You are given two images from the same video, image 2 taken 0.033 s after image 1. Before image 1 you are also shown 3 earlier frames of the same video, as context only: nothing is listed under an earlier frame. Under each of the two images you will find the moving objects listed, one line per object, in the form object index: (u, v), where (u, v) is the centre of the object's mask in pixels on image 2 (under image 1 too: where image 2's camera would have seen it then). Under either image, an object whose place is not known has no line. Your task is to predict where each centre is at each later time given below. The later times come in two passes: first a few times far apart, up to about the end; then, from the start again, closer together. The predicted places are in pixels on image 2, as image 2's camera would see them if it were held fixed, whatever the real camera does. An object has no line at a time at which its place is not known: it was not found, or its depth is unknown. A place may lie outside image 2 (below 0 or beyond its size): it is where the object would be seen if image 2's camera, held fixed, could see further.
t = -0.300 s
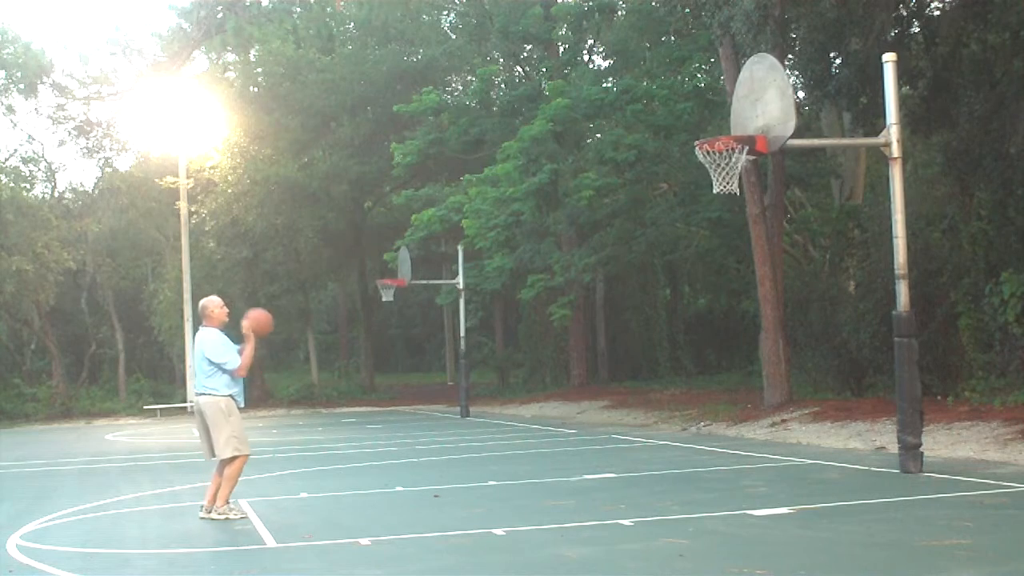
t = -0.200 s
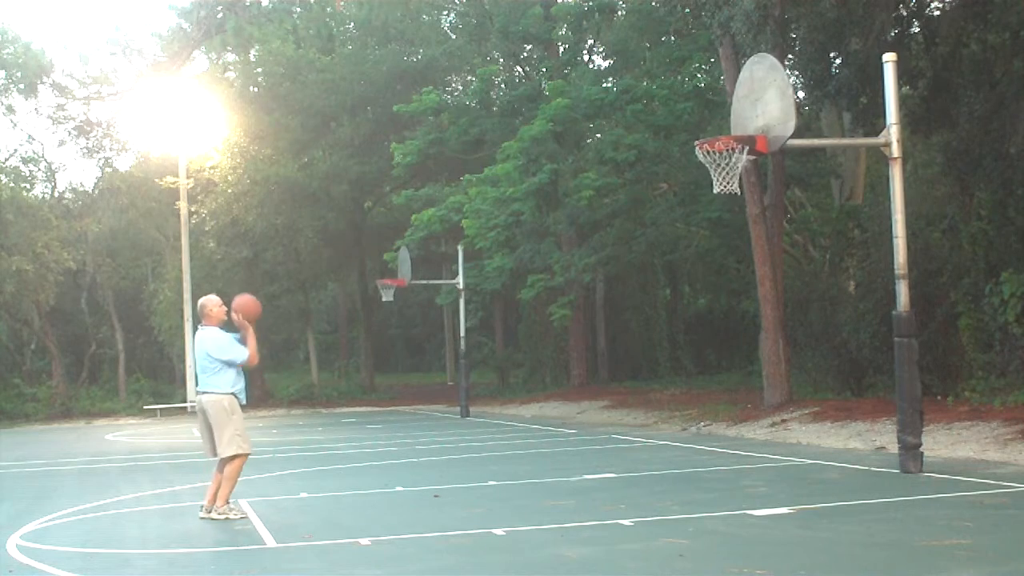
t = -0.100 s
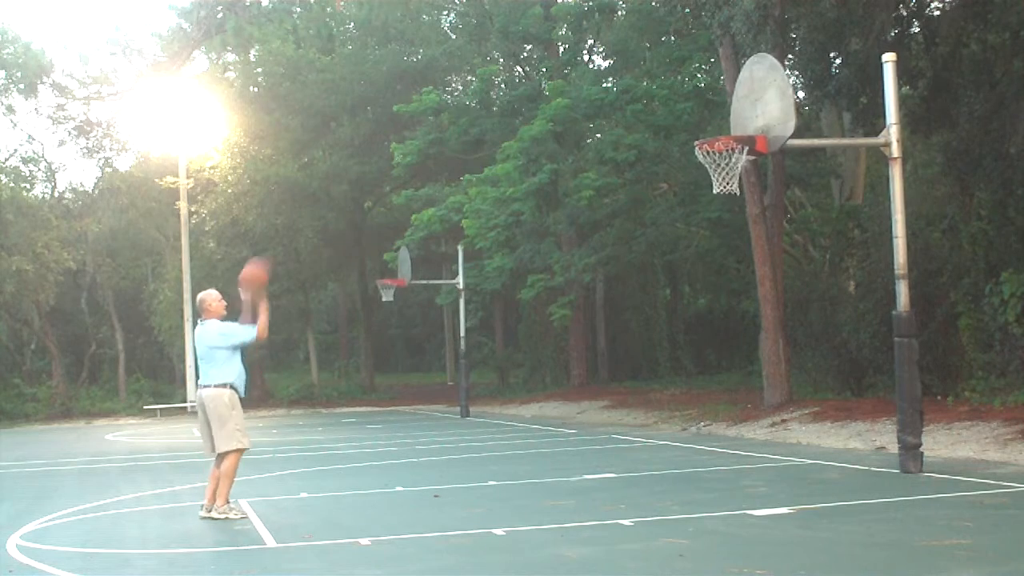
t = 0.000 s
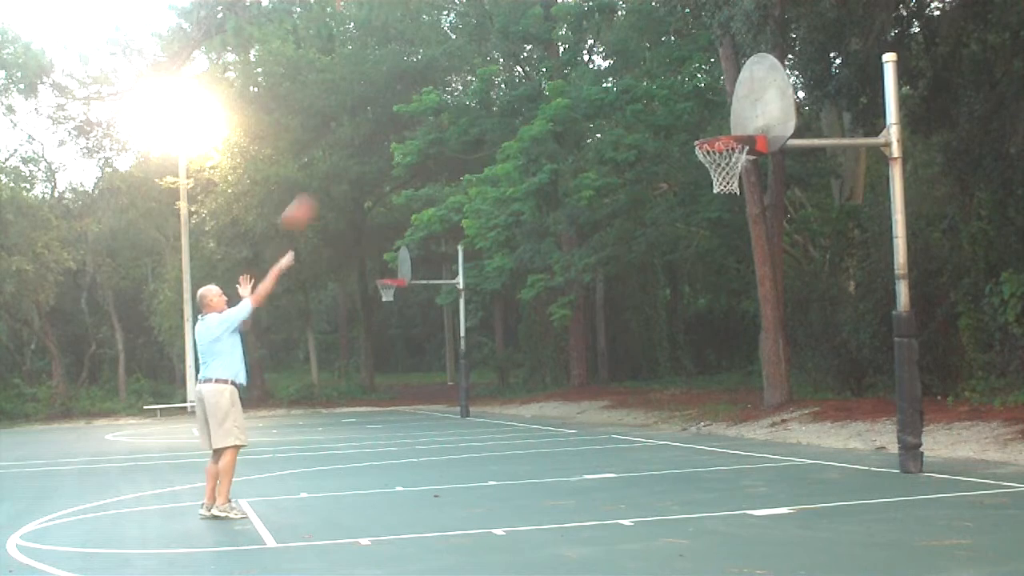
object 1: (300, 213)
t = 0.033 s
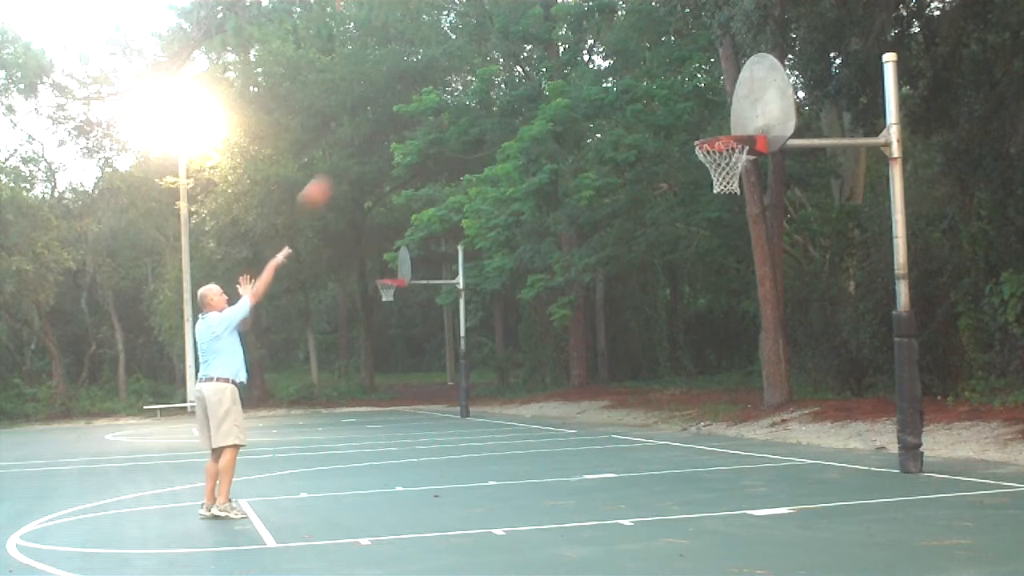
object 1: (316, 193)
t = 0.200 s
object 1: (398, 118)
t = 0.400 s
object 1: (495, 71)
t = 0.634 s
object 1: (609, 70)
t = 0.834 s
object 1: (703, 115)
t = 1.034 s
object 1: (719, 196)
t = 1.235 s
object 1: (697, 295)
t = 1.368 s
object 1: (683, 381)
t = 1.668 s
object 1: (636, 377)
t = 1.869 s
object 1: (598, 319)
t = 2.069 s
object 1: (562, 303)
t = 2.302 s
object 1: (523, 335)
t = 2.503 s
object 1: (490, 409)
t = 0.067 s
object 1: (332, 175)
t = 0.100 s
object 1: (349, 159)
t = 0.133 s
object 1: (366, 143)
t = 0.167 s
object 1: (383, 130)
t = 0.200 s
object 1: (398, 118)
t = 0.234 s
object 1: (416, 106)
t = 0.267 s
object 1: (431, 96)
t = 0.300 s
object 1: (447, 88)
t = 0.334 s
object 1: (463, 81)
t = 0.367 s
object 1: (480, 75)
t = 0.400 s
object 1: (495, 71)
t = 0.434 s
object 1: (511, 66)
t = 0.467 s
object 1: (528, 63)
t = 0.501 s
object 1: (545, 63)
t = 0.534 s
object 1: (559, 63)
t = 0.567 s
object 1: (574, 64)
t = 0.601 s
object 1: (589, 65)
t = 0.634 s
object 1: (609, 70)
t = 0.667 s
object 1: (623, 73)
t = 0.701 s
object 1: (638, 78)
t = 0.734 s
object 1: (655, 87)
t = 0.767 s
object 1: (671, 95)
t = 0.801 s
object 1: (687, 106)
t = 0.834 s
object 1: (703, 115)
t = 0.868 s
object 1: (717, 127)
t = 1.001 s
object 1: (724, 184)
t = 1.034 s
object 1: (719, 196)
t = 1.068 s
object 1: (716, 208)
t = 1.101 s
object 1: (712, 223)
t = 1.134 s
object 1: (707, 239)
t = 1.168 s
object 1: (704, 257)
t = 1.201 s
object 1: (700, 275)
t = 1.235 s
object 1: (697, 295)
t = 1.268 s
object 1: (693, 315)
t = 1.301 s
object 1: (689, 337)
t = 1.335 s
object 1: (686, 359)
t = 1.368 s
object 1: (683, 381)
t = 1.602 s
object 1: (649, 405)
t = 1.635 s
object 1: (641, 389)
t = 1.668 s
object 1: (636, 377)
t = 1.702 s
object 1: (630, 365)
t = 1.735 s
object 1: (623, 354)
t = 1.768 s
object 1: (616, 343)
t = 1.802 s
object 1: (610, 334)
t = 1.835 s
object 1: (604, 326)
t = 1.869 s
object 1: (598, 319)
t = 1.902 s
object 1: (592, 314)
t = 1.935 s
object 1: (586, 309)
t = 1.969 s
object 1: (580, 306)
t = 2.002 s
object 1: (574, 304)
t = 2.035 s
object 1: (568, 303)
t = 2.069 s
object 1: (562, 303)
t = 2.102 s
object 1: (556, 304)
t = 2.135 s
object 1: (550, 307)
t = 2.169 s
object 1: (545, 310)
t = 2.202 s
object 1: (539, 315)
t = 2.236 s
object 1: (534, 321)
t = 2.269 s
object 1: (528, 328)
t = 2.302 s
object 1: (523, 335)
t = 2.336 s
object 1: (517, 345)
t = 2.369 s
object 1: (512, 356)
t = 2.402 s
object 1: (507, 368)
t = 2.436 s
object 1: (501, 381)
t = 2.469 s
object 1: (496, 394)
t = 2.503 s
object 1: (490, 409)
